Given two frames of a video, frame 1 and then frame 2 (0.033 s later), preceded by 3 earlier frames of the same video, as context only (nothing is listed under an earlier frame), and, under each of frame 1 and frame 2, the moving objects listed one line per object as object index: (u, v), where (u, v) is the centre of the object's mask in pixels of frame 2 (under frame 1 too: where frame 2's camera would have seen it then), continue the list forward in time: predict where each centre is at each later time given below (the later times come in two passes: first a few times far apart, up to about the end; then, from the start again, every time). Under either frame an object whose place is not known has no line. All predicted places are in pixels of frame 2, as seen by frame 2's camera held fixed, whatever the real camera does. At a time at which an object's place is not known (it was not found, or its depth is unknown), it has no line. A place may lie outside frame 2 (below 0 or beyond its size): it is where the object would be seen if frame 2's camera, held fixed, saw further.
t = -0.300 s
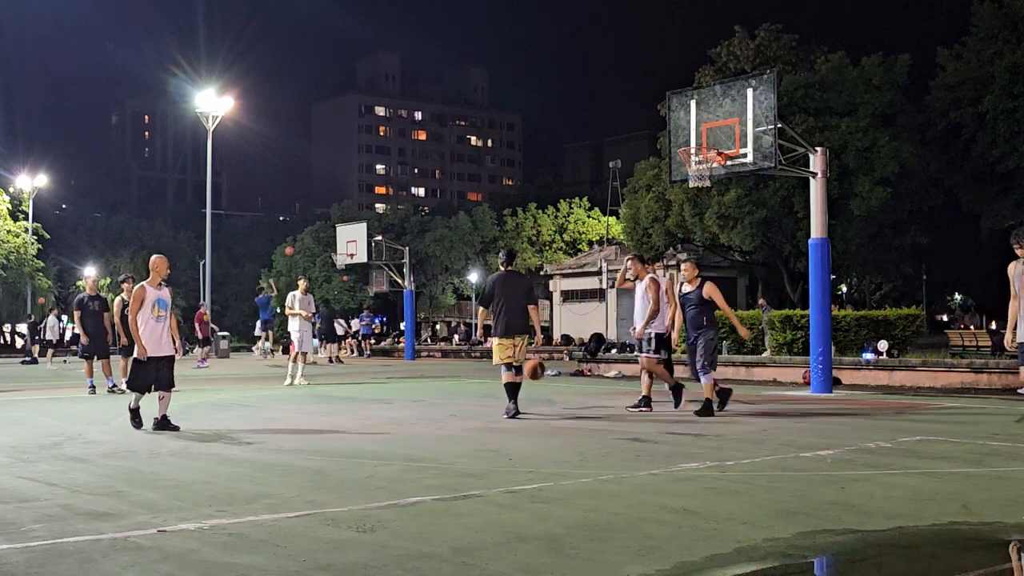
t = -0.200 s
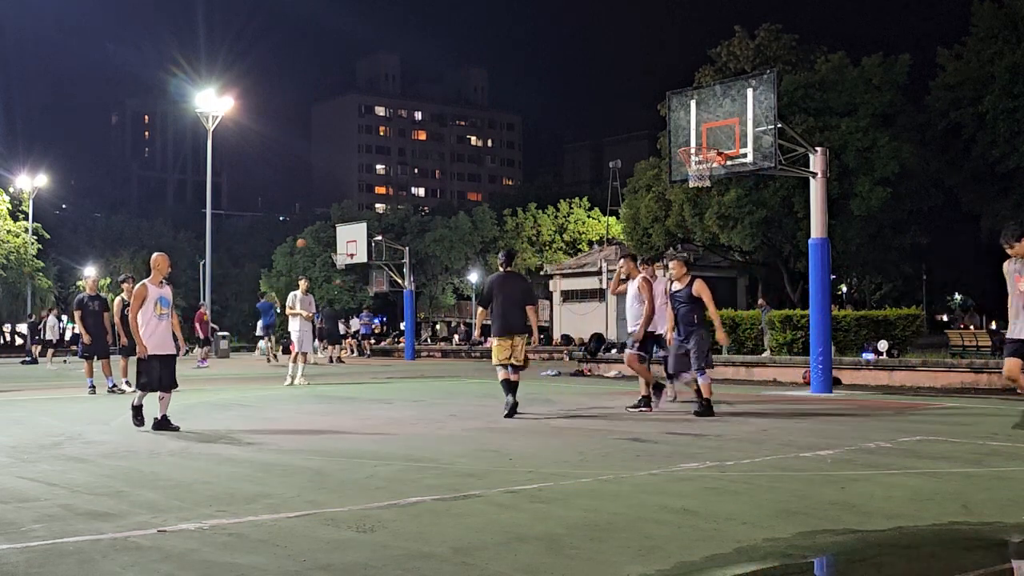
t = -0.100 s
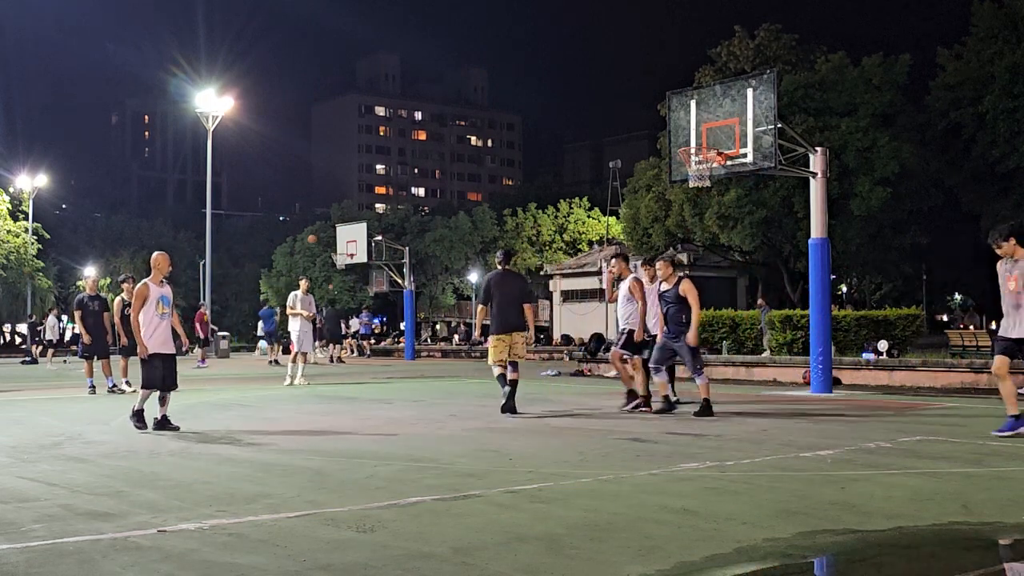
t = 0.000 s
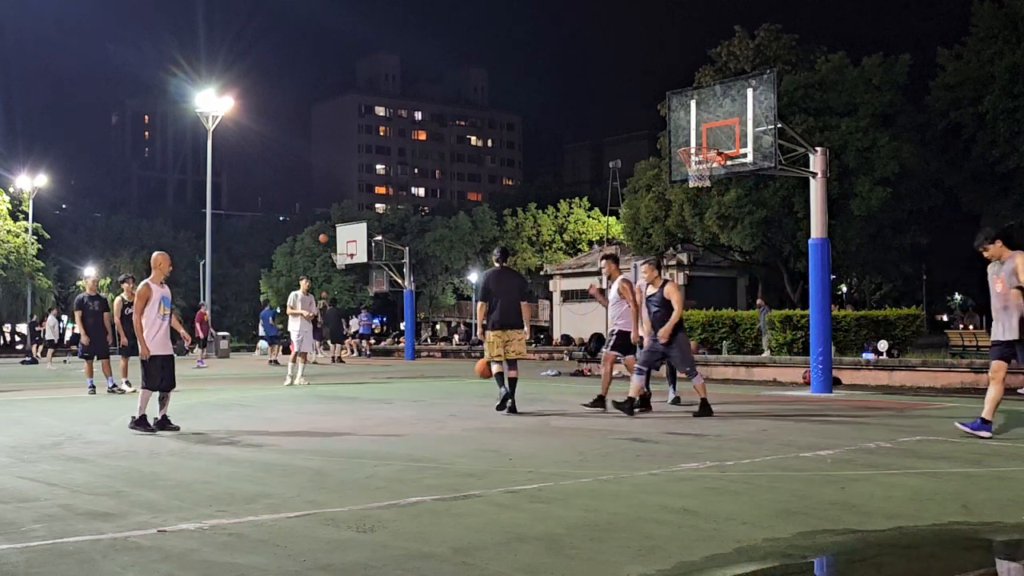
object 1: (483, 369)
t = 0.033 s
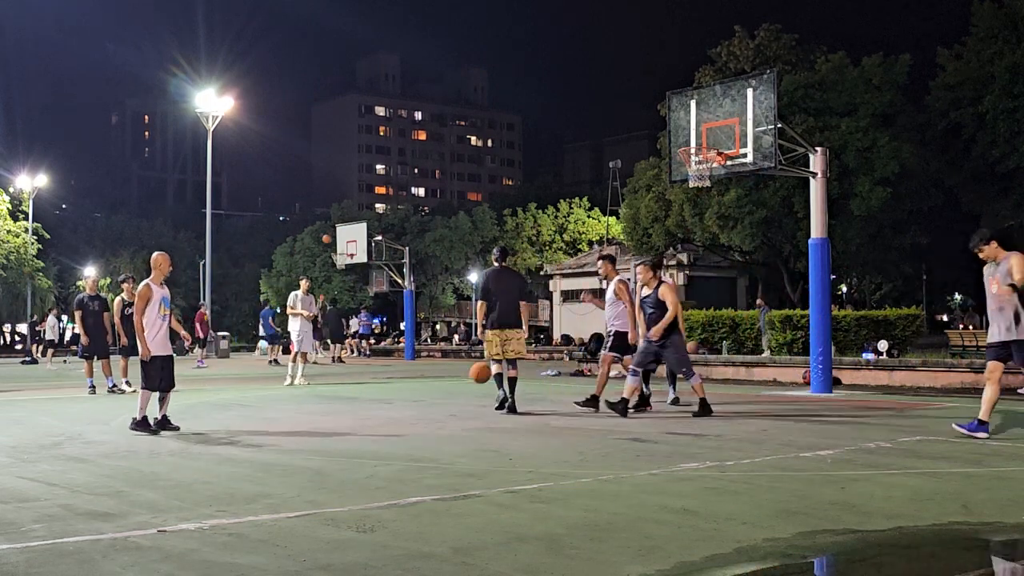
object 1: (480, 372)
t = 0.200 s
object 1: (452, 398)
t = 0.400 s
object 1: (416, 377)
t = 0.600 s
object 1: (380, 392)
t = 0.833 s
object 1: (336, 390)
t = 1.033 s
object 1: (298, 397)
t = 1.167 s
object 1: (272, 407)
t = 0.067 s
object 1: (474, 378)
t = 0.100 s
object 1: (470, 385)
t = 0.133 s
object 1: (463, 393)
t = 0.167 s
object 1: (458, 401)
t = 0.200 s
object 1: (452, 398)
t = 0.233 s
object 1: (446, 392)
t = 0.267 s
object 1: (440, 387)
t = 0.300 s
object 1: (434, 383)
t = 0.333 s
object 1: (428, 380)
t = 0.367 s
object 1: (422, 378)
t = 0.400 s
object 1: (416, 377)
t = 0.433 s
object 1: (410, 377)
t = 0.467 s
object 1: (404, 378)
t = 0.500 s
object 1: (398, 380)
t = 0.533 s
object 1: (392, 383)
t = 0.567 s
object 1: (386, 386)
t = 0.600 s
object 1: (380, 392)
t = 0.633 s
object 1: (374, 397)
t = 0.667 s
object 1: (367, 404)
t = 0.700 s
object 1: (361, 406)
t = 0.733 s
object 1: (355, 401)
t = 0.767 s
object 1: (349, 397)
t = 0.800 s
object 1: (343, 393)
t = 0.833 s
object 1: (336, 390)
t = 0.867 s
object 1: (330, 389)
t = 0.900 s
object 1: (324, 388)
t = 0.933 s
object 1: (317, 389)
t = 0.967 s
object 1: (311, 391)
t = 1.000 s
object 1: (305, 393)
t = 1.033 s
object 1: (298, 397)
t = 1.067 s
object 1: (291, 402)
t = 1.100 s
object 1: (285, 407)
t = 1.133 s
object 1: (278, 412)
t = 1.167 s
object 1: (272, 407)
